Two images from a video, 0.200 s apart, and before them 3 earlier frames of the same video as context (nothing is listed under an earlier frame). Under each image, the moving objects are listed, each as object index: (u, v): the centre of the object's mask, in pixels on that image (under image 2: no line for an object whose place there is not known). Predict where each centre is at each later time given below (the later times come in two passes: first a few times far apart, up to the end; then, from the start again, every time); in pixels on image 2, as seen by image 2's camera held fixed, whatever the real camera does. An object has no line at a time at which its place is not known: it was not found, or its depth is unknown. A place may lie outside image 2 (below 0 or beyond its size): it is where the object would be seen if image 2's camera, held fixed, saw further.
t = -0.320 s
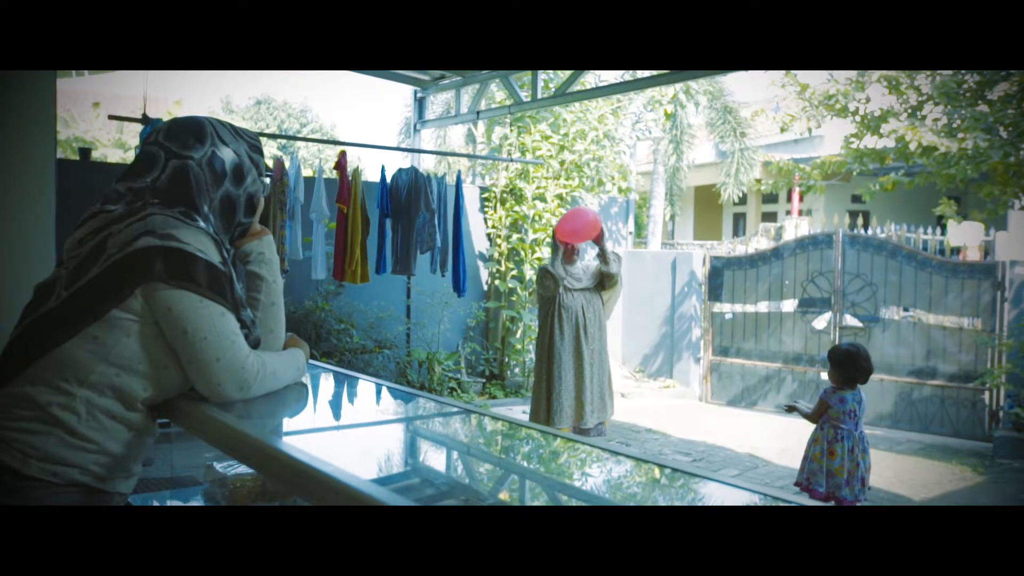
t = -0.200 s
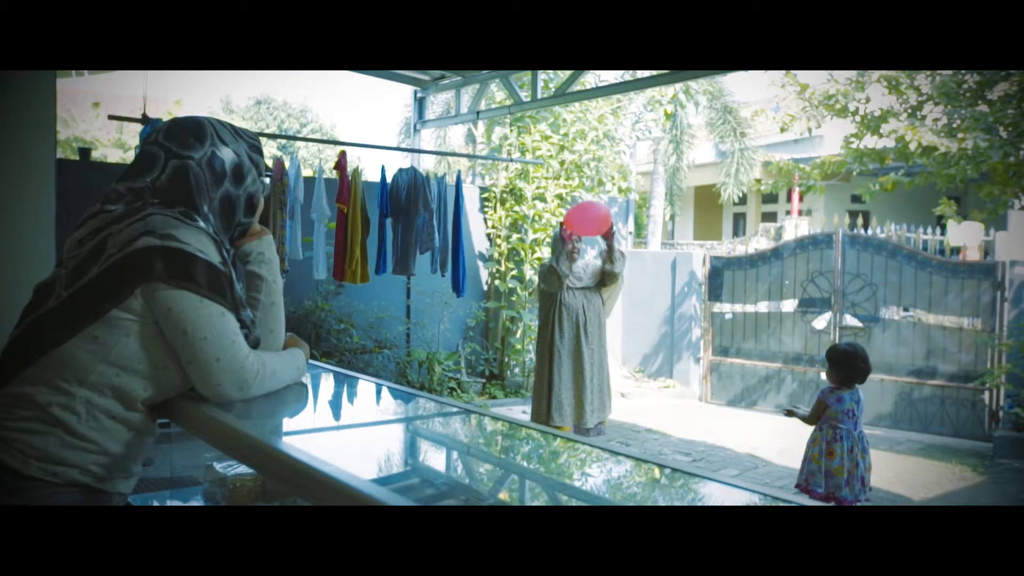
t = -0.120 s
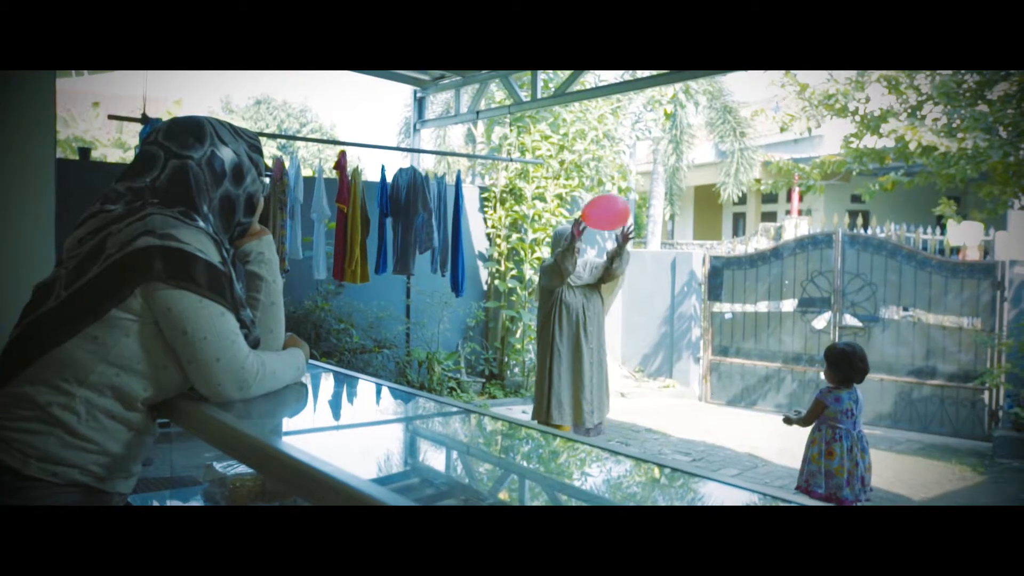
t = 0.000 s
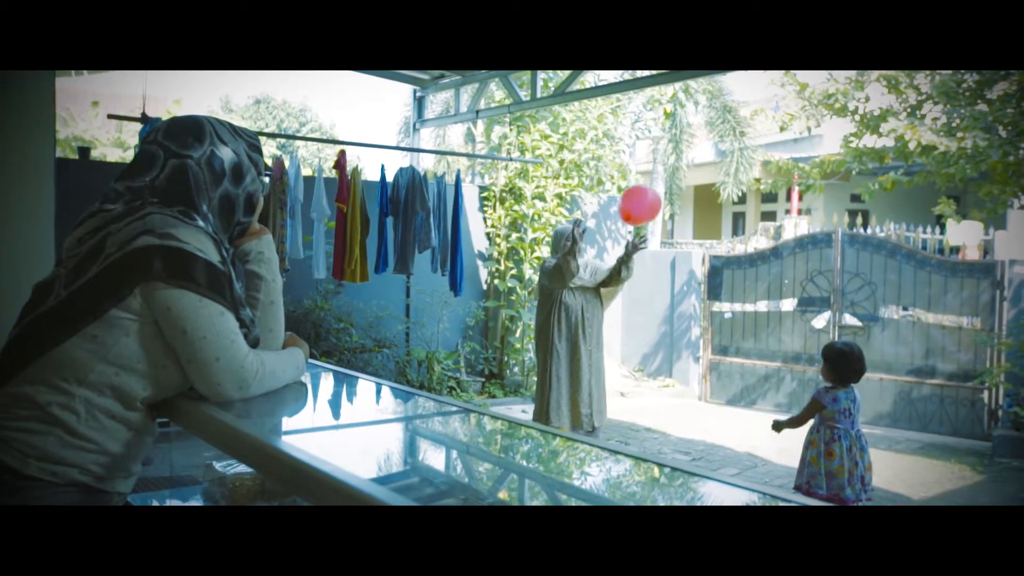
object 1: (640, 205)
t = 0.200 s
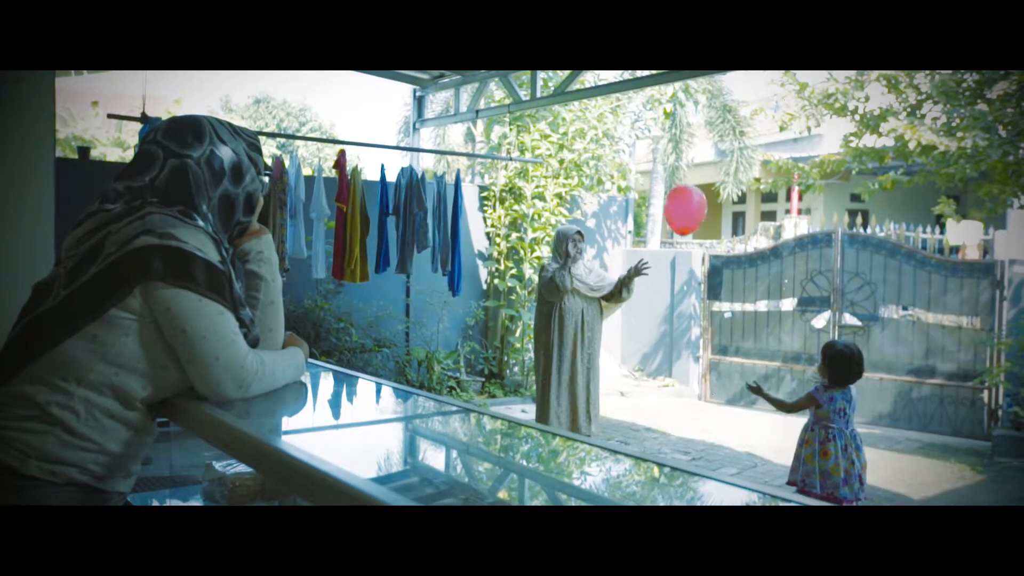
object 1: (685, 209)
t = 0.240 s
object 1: (693, 212)
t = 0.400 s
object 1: (706, 218)
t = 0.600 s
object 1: (721, 226)
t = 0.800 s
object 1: (734, 236)
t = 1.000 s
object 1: (747, 248)
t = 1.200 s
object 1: (759, 262)
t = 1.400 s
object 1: (769, 277)
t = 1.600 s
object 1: (779, 294)
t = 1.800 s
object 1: (788, 312)
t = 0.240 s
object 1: (693, 212)
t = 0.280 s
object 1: (697, 213)
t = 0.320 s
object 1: (700, 215)
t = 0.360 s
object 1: (703, 216)
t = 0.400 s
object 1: (706, 218)
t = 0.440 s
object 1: (709, 219)
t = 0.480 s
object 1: (713, 221)
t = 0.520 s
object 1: (716, 222)
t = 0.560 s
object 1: (718, 224)
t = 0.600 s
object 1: (721, 226)
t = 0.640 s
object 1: (724, 227)
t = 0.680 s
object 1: (726, 229)
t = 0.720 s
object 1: (729, 232)
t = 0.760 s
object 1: (732, 234)
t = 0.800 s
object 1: (734, 236)
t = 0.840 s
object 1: (737, 238)
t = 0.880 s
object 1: (740, 241)
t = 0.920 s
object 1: (742, 243)
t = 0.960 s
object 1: (745, 246)
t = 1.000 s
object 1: (747, 248)
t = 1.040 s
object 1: (750, 251)
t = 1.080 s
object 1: (752, 254)
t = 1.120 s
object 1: (754, 256)
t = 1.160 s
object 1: (757, 259)
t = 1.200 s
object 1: (759, 262)
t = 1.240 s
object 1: (761, 265)
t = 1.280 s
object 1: (763, 268)
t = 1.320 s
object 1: (766, 271)
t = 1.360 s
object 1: (767, 274)
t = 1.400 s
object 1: (769, 277)
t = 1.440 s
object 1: (772, 280)
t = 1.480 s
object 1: (774, 283)
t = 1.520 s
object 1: (775, 287)
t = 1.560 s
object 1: (778, 291)
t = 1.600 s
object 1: (779, 294)
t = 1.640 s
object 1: (781, 298)
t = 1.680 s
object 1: (783, 301)
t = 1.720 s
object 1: (784, 305)
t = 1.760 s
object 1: (786, 309)
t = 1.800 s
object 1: (788, 312)
